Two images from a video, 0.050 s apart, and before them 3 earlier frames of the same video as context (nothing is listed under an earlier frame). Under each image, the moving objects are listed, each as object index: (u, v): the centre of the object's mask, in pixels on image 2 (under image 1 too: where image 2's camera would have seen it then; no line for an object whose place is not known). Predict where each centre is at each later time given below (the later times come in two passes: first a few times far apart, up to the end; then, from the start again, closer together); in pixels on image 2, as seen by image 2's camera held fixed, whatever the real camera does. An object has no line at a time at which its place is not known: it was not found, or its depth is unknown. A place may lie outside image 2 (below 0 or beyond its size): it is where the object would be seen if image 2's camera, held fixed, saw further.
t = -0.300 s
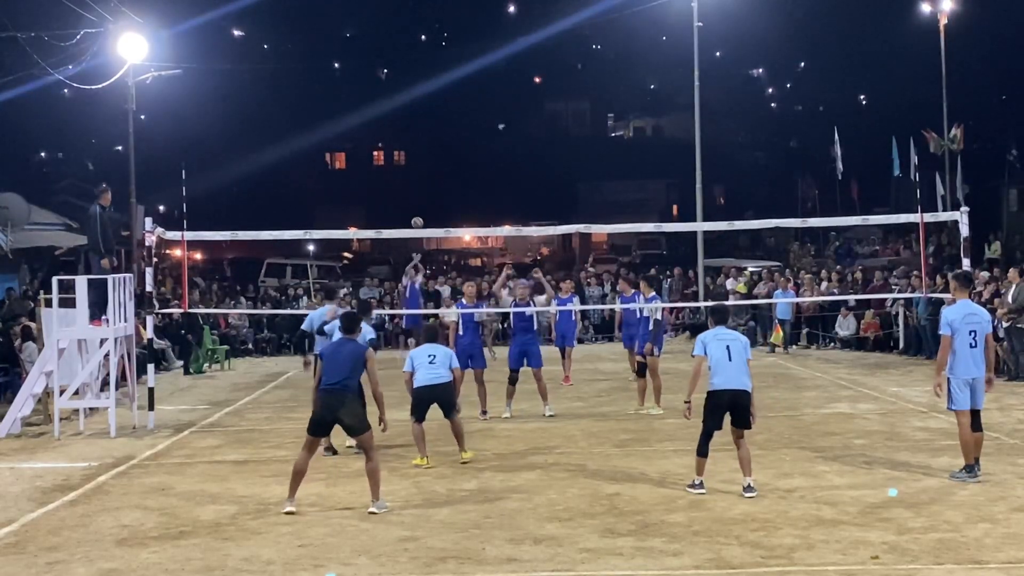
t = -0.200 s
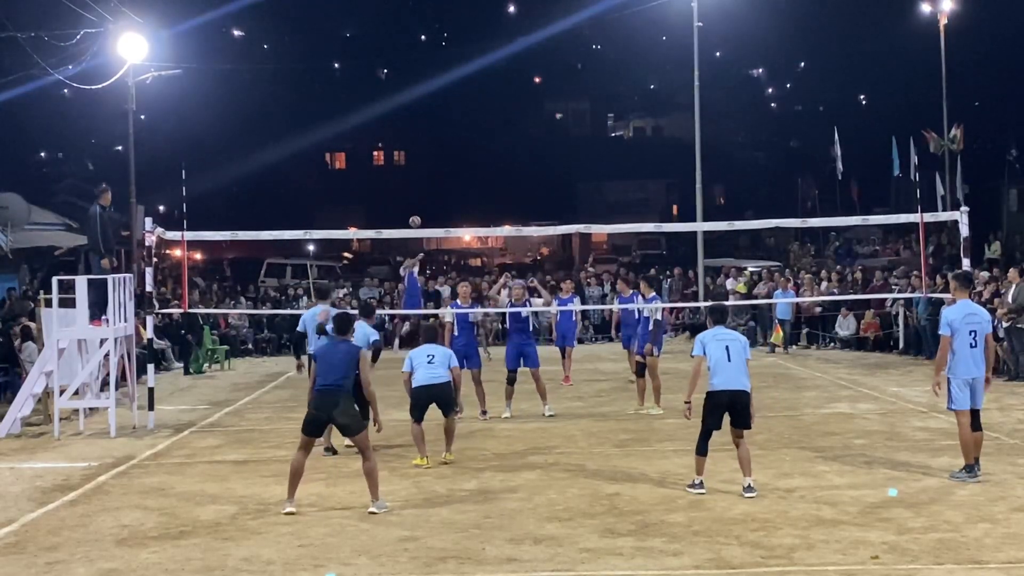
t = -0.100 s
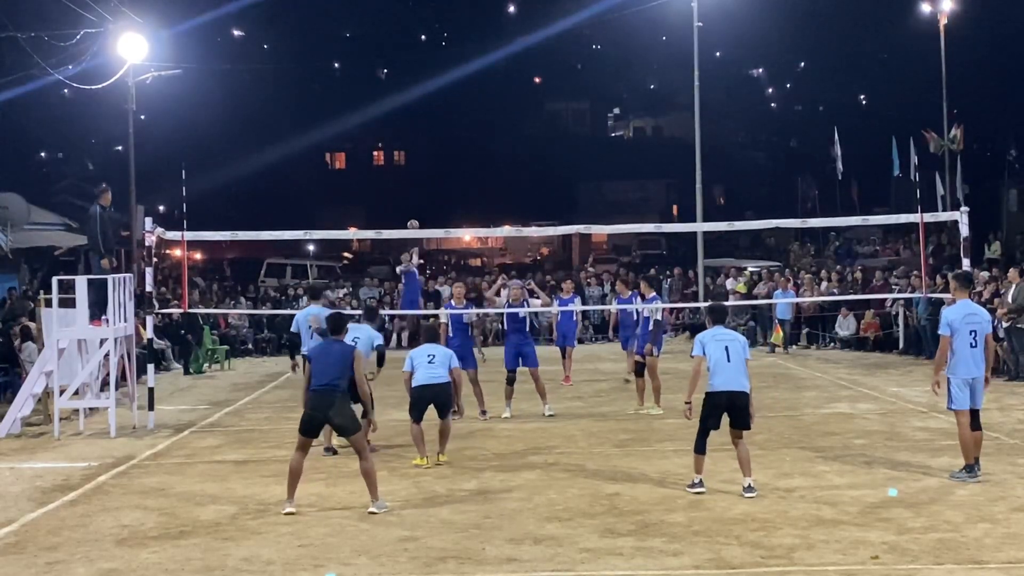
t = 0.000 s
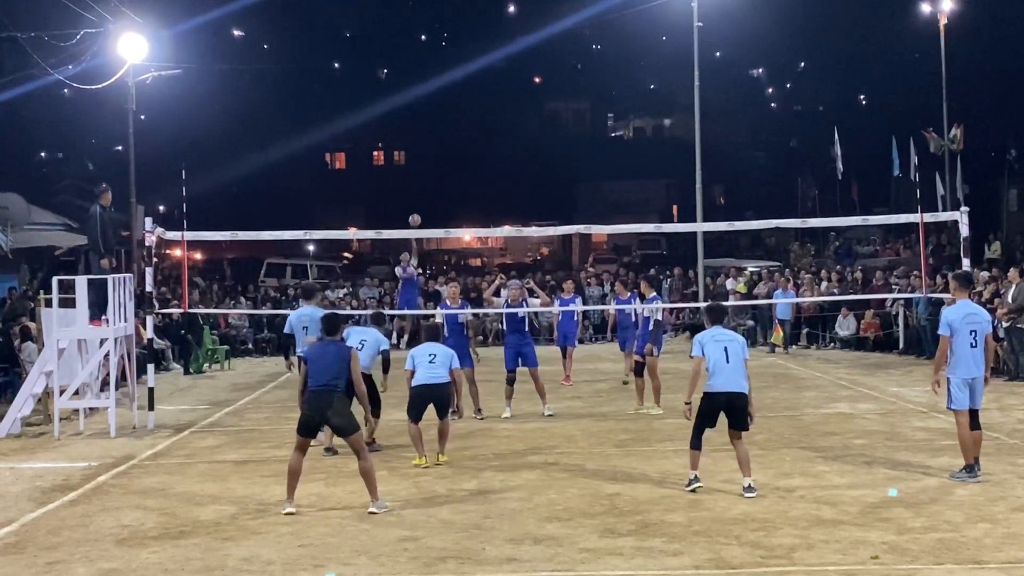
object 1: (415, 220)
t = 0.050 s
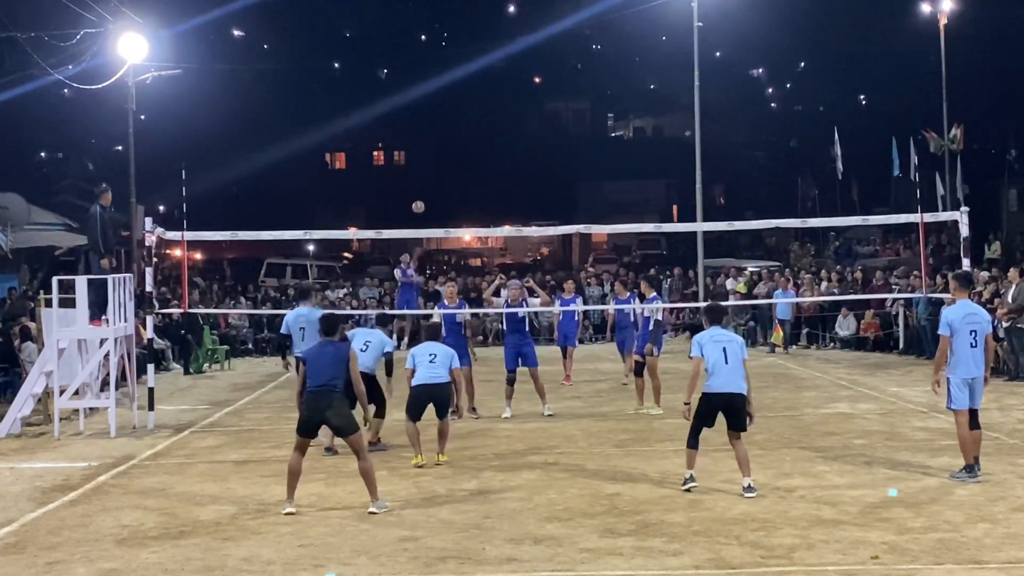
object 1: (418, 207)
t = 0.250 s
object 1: (433, 160)
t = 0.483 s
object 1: (459, 125)
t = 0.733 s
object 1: (505, 126)
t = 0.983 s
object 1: (576, 189)
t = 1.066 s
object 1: (607, 227)
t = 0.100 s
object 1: (422, 194)
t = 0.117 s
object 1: (423, 190)
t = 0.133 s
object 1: (424, 186)
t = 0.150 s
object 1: (425, 182)
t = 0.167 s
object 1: (426, 178)
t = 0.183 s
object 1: (427, 175)
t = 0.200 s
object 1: (429, 171)
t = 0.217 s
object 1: (430, 167)
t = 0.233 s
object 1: (431, 164)
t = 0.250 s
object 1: (433, 160)
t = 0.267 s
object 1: (434, 157)
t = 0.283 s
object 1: (436, 153)
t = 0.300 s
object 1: (437, 150)
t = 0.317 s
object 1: (438, 147)
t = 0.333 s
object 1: (440, 144)
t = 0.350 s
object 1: (442, 141)
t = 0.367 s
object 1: (444, 139)
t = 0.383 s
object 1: (446, 136)
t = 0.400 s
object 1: (448, 134)
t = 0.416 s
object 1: (450, 132)
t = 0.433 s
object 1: (452, 130)
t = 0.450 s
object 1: (454, 128)
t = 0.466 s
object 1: (456, 126)
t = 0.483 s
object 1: (459, 125)
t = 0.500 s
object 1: (461, 123)
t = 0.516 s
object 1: (464, 122)
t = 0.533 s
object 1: (466, 121)
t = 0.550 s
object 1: (469, 120)
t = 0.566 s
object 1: (472, 120)
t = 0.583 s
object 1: (475, 119)
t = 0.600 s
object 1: (478, 119)
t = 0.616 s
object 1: (481, 120)
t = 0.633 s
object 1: (484, 120)
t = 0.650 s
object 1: (487, 120)
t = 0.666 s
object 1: (491, 121)
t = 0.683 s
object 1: (494, 122)
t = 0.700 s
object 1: (498, 123)
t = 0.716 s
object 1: (501, 125)
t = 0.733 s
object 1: (505, 126)
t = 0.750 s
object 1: (509, 128)
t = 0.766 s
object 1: (513, 131)
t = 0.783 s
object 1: (517, 133)
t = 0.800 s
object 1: (522, 136)
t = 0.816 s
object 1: (526, 139)
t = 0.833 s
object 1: (530, 142)
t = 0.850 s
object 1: (535, 147)
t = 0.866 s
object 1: (540, 151)
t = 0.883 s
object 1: (545, 155)
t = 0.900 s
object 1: (550, 160)
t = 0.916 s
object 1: (555, 165)
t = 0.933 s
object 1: (560, 170)
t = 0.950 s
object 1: (566, 176)
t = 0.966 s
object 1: (571, 182)
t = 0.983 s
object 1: (576, 189)
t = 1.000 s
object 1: (583, 196)
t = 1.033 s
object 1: (594, 210)
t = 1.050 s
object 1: (601, 218)
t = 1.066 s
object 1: (607, 227)
